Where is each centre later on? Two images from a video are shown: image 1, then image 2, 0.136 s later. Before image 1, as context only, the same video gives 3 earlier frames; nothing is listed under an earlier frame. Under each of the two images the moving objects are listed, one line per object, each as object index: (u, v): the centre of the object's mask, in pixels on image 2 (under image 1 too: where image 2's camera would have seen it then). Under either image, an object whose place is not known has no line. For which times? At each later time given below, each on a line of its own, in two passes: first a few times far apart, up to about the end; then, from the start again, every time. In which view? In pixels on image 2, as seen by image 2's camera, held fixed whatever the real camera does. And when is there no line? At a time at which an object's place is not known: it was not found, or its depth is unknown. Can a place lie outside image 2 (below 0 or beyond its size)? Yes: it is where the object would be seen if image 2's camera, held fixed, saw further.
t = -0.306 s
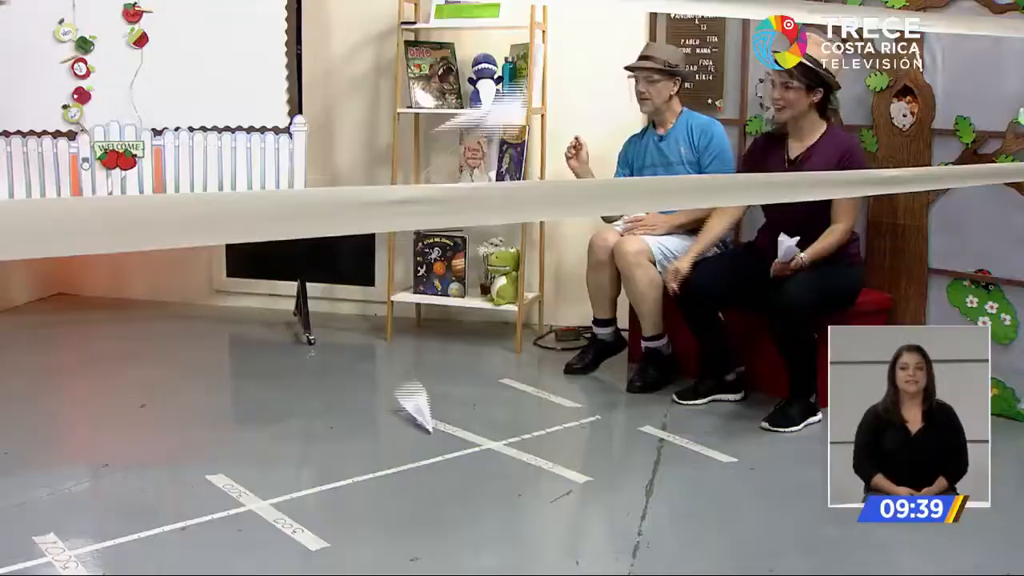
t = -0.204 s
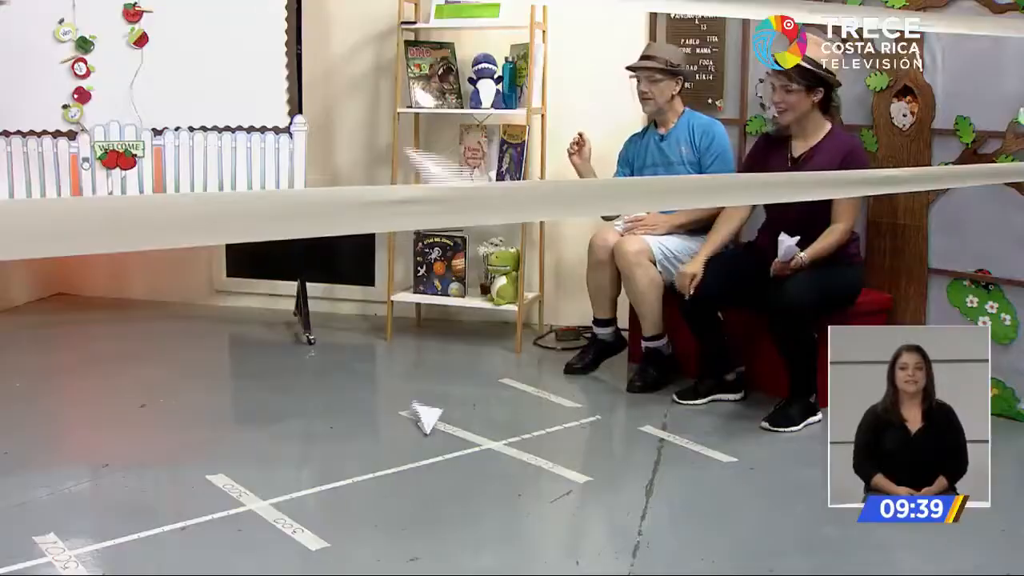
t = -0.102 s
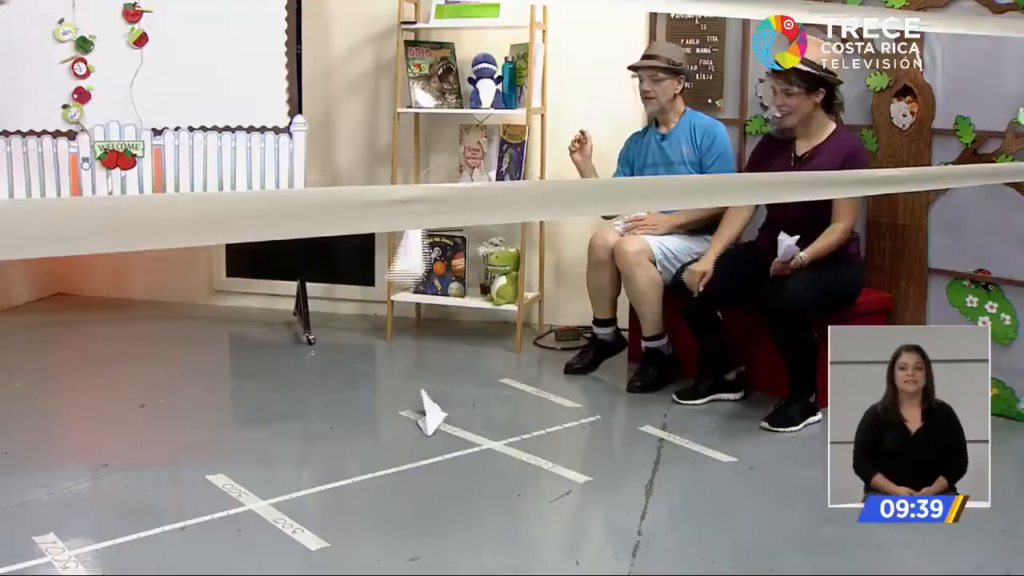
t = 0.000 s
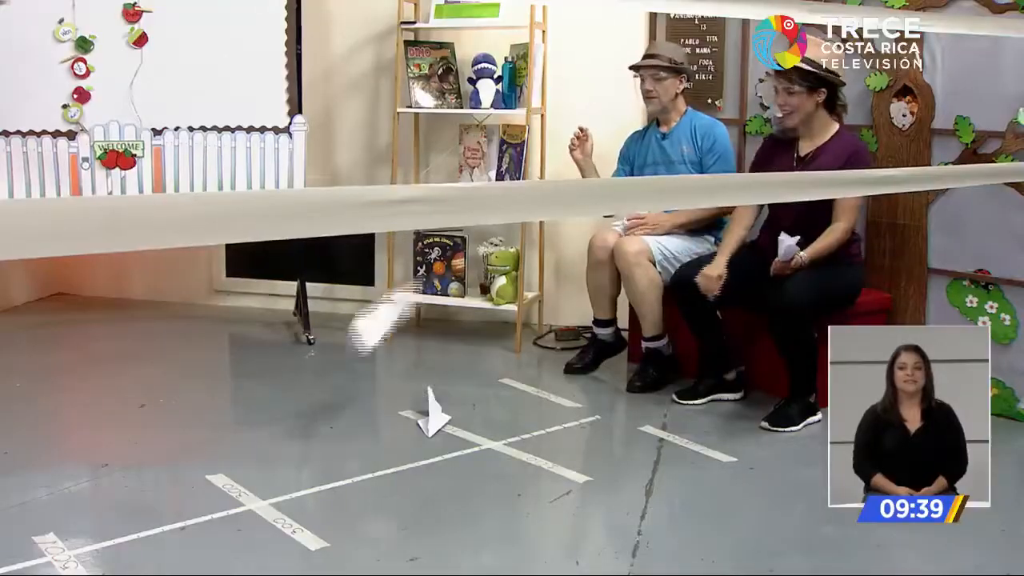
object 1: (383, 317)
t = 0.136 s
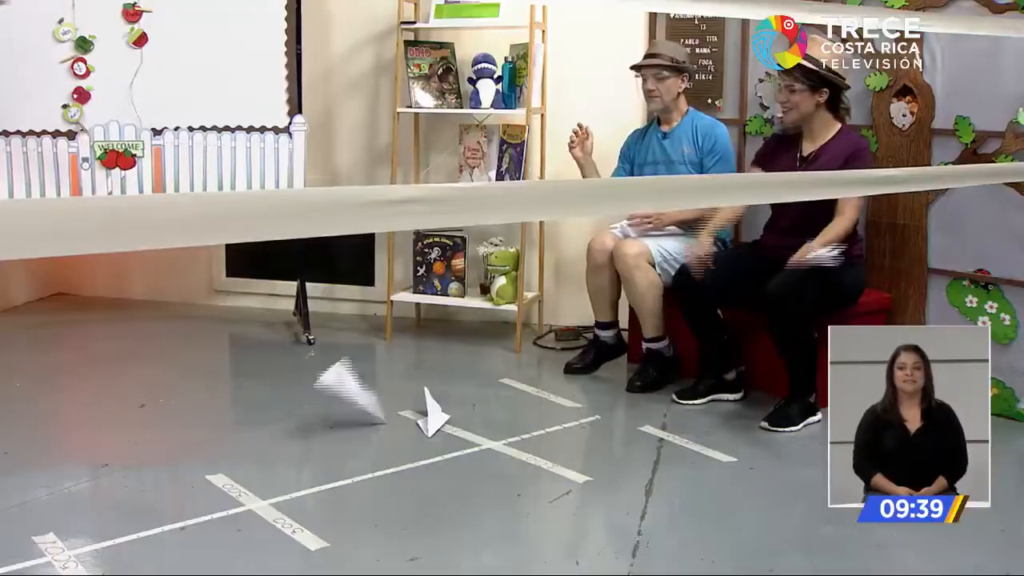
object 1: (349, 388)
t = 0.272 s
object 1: (331, 422)
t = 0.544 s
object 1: (337, 423)
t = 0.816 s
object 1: (334, 423)
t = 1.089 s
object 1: (334, 423)
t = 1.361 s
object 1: (334, 423)
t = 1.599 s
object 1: (334, 424)
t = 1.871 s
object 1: (335, 424)
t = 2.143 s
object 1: (336, 424)
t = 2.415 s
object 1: (336, 424)
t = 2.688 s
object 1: (335, 424)
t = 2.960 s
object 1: (335, 424)
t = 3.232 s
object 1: (335, 424)
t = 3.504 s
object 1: (335, 424)
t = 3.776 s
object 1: (335, 424)
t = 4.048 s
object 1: (335, 424)
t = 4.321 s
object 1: (335, 424)
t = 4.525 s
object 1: (335, 424)
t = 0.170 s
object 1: (342, 397)
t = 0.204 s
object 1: (336, 410)
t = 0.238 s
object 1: (334, 420)
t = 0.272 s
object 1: (331, 422)
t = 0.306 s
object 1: (331, 421)
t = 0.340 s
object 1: (330, 421)
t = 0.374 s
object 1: (330, 421)
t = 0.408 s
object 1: (330, 422)
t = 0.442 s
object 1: (331, 422)
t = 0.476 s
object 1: (333, 422)
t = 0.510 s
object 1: (335, 423)
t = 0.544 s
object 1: (337, 423)
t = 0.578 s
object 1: (337, 423)
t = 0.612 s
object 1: (337, 423)
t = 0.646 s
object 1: (336, 423)
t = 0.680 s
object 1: (335, 424)
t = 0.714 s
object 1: (334, 423)
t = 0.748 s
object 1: (334, 423)
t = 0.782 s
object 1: (334, 423)
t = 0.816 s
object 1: (334, 423)
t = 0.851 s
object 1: (334, 423)
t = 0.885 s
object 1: (335, 423)
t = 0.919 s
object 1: (335, 423)
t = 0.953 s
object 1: (335, 423)
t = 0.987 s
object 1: (335, 423)
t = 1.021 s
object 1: (335, 423)
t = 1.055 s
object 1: (334, 423)
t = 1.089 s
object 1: (334, 423)
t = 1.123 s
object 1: (334, 423)
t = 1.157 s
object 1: (334, 423)
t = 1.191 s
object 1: (334, 423)
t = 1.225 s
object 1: (334, 424)
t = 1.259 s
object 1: (334, 423)
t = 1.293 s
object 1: (334, 424)
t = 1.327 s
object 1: (334, 423)
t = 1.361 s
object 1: (334, 423)
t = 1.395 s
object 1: (334, 423)
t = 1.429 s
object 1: (334, 424)
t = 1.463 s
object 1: (334, 424)
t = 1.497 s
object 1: (334, 424)
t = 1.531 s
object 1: (334, 423)
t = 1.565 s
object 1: (334, 423)
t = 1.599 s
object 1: (334, 424)
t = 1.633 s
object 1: (335, 424)
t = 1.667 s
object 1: (335, 424)
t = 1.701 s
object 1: (335, 424)
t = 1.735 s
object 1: (335, 424)
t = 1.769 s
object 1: (335, 424)
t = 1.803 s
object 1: (335, 424)
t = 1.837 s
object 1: (335, 424)
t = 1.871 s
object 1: (335, 424)
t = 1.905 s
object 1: (335, 424)
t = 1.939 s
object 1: (335, 424)
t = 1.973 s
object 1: (335, 424)
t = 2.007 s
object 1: (335, 424)
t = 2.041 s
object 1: (335, 424)
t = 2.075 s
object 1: (335, 424)
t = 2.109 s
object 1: (336, 424)
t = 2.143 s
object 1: (336, 424)
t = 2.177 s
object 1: (336, 424)
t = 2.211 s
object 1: (336, 424)
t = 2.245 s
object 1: (336, 424)
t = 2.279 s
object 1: (336, 424)
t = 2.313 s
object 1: (336, 424)
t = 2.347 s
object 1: (336, 424)
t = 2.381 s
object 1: (335, 424)
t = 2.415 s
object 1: (336, 424)
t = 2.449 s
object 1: (336, 424)
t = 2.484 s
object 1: (335, 424)
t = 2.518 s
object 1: (335, 424)
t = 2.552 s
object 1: (335, 424)
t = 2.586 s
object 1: (335, 424)
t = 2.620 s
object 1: (335, 424)
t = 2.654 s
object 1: (335, 424)
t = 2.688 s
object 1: (335, 424)
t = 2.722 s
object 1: (335, 424)
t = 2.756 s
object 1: (335, 424)
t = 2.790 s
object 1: (335, 424)
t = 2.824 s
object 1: (335, 424)
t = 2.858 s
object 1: (335, 424)
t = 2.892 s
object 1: (335, 424)
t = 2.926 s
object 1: (335, 424)
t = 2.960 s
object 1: (335, 424)
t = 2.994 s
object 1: (335, 424)
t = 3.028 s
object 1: (335, 424)
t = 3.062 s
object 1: (335, 424)
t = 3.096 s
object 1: (335, 424)
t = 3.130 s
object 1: (335, 424)
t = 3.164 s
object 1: (335, 424)
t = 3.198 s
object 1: (335, 424)
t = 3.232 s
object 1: (335, 424)
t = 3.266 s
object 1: (335, 424)
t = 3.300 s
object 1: (335, 424)
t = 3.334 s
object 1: (335, 424)
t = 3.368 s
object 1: (335, 424)
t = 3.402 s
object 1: (335, 424)
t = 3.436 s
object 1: (335, 424)
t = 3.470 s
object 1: (335, 424)
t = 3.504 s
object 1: (335, 424)
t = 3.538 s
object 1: (335, 424)
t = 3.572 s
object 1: (335, 424)
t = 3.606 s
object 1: (335, 424)
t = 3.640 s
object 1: (335, 424)
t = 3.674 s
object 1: (335, 424)
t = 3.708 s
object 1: (335, 424)
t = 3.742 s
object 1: (335, 424)
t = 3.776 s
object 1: (335, 424)
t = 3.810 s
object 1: (335, 424)
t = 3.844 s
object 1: (335, 424)
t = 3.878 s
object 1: (335, 424)
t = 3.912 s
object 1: (335, 424)
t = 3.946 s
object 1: (335, 424)
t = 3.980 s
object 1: (335, 424)
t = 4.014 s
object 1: (335, 424)
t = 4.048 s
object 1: (335, 424)
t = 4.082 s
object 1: (335, 424)
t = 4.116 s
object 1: (335, 424)
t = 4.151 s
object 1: (335, 424)
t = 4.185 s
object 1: (335, 424)
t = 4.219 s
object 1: (335, 424)
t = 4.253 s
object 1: (335, 424)
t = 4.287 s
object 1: (335, 424)
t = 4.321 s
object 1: (335, 424)
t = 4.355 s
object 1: (335, 424)
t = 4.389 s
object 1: (335, 424)
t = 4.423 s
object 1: (335, 424)
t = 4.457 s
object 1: (335, 424)
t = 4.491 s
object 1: (335, 424)
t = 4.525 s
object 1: (335, 424)
